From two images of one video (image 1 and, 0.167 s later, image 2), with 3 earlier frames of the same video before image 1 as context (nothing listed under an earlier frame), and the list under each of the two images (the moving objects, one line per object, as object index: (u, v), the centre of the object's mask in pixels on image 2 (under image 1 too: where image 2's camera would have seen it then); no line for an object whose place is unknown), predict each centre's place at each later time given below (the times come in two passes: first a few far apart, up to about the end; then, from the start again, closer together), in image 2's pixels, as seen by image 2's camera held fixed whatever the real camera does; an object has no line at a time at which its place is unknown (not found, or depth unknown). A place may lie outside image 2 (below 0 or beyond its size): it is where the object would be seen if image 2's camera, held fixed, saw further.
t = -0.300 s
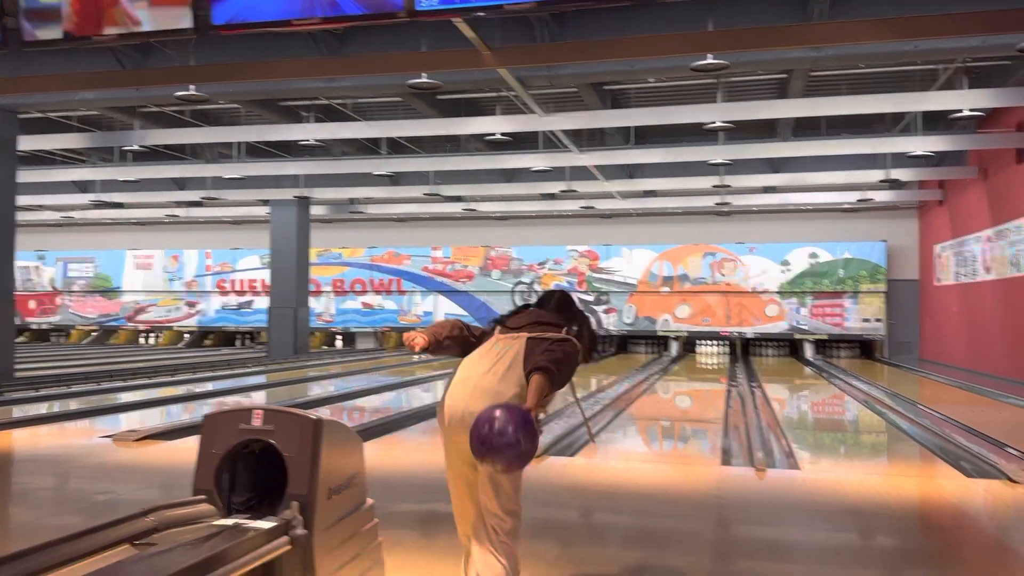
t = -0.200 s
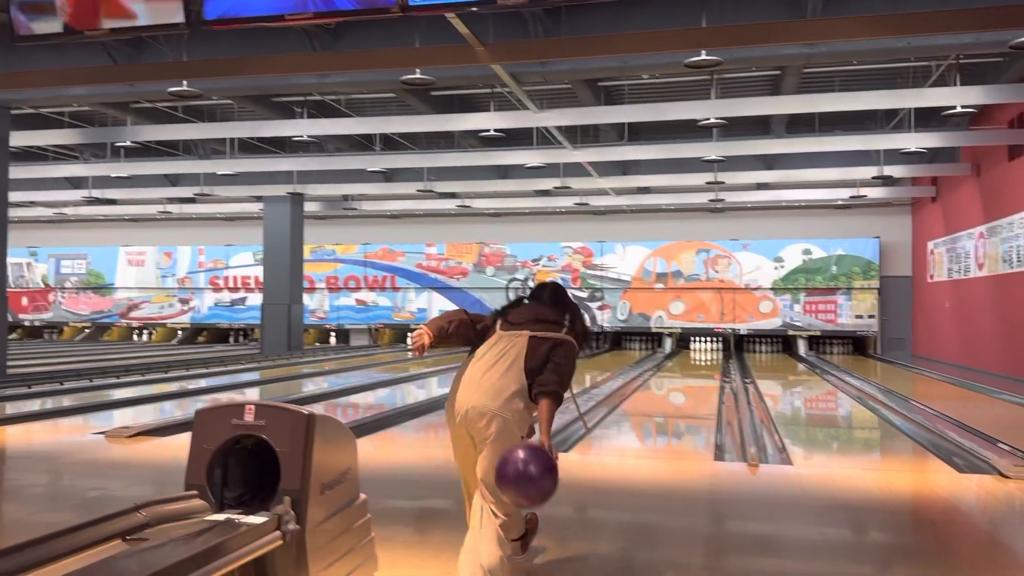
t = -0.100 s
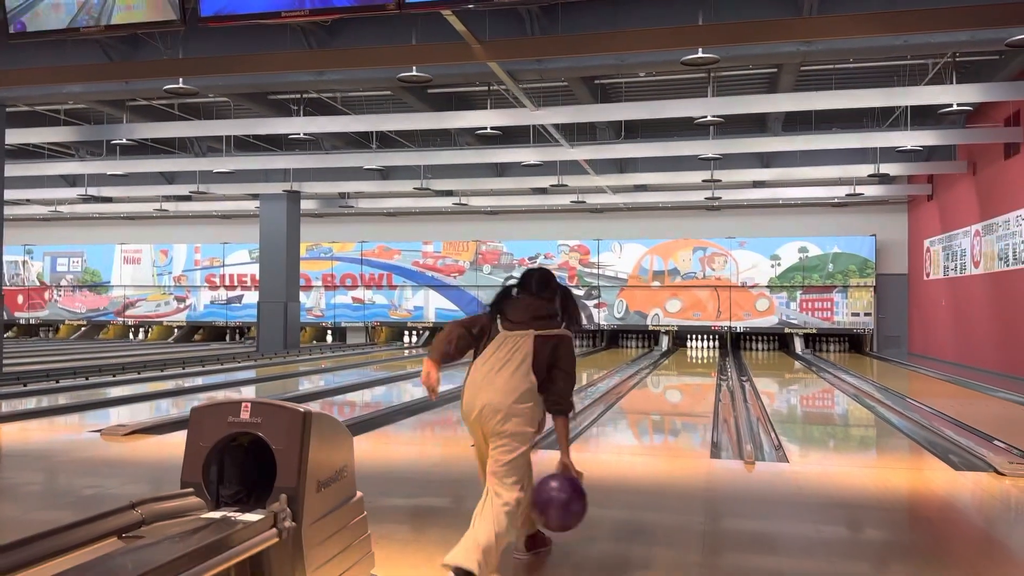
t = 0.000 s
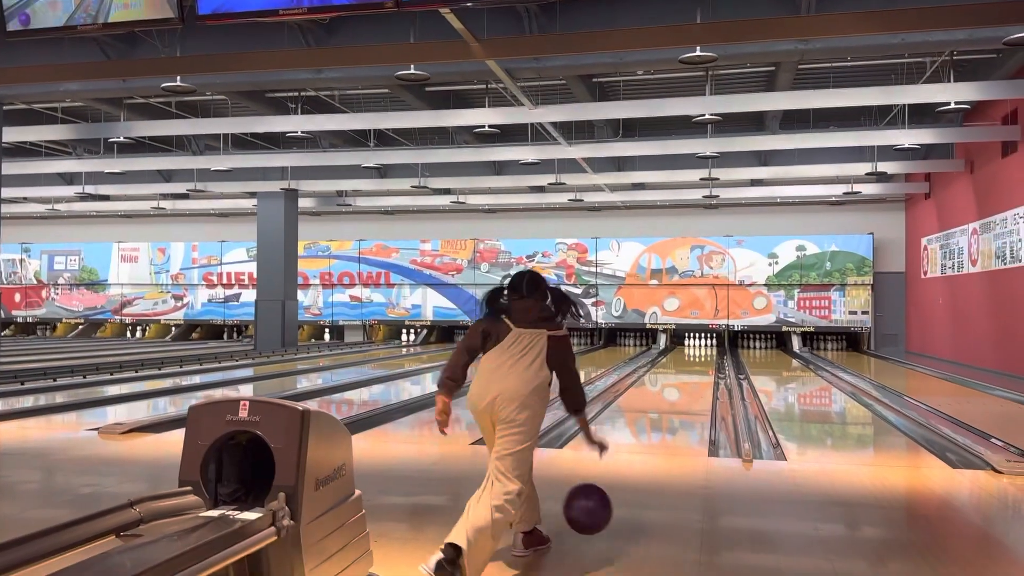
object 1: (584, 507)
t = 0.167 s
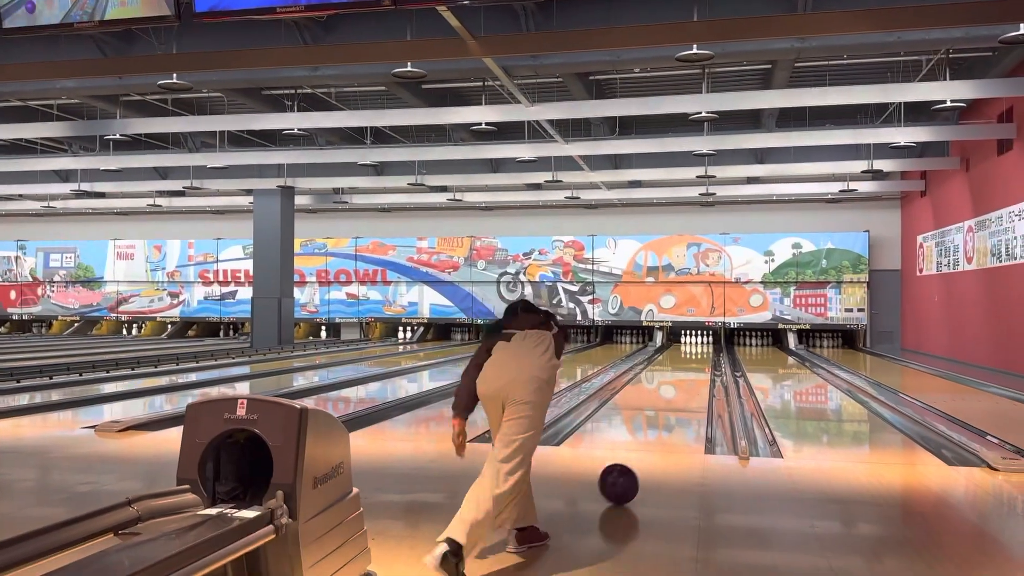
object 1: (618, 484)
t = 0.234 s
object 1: (628, 472)
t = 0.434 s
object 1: (650, 445)
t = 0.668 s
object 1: (667, 424)
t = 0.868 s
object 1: (677, 411)
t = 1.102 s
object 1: (686, 399)
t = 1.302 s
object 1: (692, 391)
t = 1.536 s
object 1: (697, 383)
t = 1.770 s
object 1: (701, 376)
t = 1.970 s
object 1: (704, 372)
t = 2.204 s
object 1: (707, 367)
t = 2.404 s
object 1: (709, 364)
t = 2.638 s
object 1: (710, 361)
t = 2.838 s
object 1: (714, 360)
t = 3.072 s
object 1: (716, 358)
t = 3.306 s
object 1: (716, 355)
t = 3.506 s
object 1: (717, 353)
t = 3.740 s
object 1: (717, 351)
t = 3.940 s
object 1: (716, 348)
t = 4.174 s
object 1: (716, 347)
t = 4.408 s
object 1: (717, 346)
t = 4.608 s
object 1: (717, 344)
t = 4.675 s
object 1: (717, 344)
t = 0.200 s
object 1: (623, 478)
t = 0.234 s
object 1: (628, 472)
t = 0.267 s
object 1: (633, 466)
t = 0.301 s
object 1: (637, 462)
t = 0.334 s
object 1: (640, 457)
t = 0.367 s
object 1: (644, 453)
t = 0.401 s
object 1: (647, 448)
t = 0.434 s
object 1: (650, 445)
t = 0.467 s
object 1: (653, 441)
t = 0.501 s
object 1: (656, 438)
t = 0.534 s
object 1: (658, 435)
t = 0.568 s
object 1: (660, 432)
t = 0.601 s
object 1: (663, 429)
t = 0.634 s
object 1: (665, 427)
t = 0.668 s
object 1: (667, 424)
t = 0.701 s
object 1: (669, 422)
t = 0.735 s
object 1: (670, 419)
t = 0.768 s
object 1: (672, 417)
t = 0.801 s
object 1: (674, 415)
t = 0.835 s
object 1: (675, 413)
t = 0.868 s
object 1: (677, 411)
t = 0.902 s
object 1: (678, 409)
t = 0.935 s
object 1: (680, 407)
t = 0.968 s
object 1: (681, 406)
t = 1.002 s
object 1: (682, 404)
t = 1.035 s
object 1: (683, 402)
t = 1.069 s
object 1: (685, 401)
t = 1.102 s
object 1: (686, 399)
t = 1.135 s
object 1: (687, 398)
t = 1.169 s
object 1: (688, 396)
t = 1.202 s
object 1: (689, 395)
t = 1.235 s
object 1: (690, 393)
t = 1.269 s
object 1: (691, 392)
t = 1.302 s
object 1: (692, 391)
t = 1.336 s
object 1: (692, 389)
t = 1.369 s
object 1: (693, 388)
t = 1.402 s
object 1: (694, 387)
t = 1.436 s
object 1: (695, 386)
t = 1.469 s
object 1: (695, 385)
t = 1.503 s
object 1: (696, 384)
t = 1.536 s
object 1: (697, 383)
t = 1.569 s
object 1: (697, 381)
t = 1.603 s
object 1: (698, 381)
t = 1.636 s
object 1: (699, 380)
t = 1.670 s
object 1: (700, 379)
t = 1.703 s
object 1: (700, 378)
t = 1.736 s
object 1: (701, 377)
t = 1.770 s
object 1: (701, 376)
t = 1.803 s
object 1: (702, 375)
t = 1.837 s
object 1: (702, 374)
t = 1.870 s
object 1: (703, 374)
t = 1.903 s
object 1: (703, 373)
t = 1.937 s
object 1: (704, 372)
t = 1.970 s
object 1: (704, 372)
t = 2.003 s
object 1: (705, 371)
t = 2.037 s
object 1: (705, 370)
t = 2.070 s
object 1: (705, 370)
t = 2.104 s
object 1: (706, 369)
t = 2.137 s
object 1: (706, 369)
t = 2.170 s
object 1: (707, 368)
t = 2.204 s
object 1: (707, 367)
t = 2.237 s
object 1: (707, 367)
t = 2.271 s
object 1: (708, 366)
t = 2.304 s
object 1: (708, 365)
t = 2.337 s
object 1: (708, 365)
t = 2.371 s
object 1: (708, 364)
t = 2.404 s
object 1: (709, 364)
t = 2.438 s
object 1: (709, 363)
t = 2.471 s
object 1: (709, 363)
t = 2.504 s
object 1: (709, 363)
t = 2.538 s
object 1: (710, 362)
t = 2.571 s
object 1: (710, 362)
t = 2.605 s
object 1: (710, 361)
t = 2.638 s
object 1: (710, 361)
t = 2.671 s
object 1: (711, 360)
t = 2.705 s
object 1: (712, 360)
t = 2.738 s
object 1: (712, 360)
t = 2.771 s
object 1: (713, 359)
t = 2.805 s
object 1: (713, 359)
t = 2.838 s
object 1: (714, 360)
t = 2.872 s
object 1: (716, 360)
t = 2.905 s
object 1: (717, 360)
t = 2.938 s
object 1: (717, 359)
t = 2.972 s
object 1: (716, 359)
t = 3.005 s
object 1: (716, 359)
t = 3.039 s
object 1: (716, 358)
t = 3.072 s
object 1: (716, 358)
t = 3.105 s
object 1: (716, 357)
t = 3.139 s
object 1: (717, 358)
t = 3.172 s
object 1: (717, 357)
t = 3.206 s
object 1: (717, 356)
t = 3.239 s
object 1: (717, 356)
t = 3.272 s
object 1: (717, 356)
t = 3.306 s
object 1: (716, 355)
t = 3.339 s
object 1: (717, 355)
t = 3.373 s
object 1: (717, 354)
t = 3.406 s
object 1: (717, 354)
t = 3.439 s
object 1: (717, 353)
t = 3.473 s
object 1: (717, 353)
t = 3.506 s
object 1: (717, 353)
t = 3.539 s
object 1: (717, 353)
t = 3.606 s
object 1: (716, 352)
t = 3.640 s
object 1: (716, 352)
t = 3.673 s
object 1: (716, 352)
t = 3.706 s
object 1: (717, 351)
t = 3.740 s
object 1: (717, 351)
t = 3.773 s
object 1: (717, 350)
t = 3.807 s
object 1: (716, 350)
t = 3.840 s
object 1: (716, 350)
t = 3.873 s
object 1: (716, 350)
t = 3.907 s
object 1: (717, 349)
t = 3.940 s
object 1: (716, 348)
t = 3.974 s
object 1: (717, 348)
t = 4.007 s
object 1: (716, 348)
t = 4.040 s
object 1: (717, 347)
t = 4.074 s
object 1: (717, 347)
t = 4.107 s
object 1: (717, 347)
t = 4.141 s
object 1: (716, 347)
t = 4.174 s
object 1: (716, 347)
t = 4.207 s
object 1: (716, 347)
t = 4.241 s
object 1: (717, 346)
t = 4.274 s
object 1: (717, 346)
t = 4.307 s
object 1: (717, 346)
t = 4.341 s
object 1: (717, 346)
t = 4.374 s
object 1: (717, 346)
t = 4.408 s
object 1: (717, 346)
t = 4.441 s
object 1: (717, 345)
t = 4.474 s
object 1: (717, 345)
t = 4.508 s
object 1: (717, 345)
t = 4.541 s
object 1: (717, 345)
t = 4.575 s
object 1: (717, 344)
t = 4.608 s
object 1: (717, 344)
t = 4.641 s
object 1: (717, 344)
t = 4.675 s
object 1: (717, 344)
